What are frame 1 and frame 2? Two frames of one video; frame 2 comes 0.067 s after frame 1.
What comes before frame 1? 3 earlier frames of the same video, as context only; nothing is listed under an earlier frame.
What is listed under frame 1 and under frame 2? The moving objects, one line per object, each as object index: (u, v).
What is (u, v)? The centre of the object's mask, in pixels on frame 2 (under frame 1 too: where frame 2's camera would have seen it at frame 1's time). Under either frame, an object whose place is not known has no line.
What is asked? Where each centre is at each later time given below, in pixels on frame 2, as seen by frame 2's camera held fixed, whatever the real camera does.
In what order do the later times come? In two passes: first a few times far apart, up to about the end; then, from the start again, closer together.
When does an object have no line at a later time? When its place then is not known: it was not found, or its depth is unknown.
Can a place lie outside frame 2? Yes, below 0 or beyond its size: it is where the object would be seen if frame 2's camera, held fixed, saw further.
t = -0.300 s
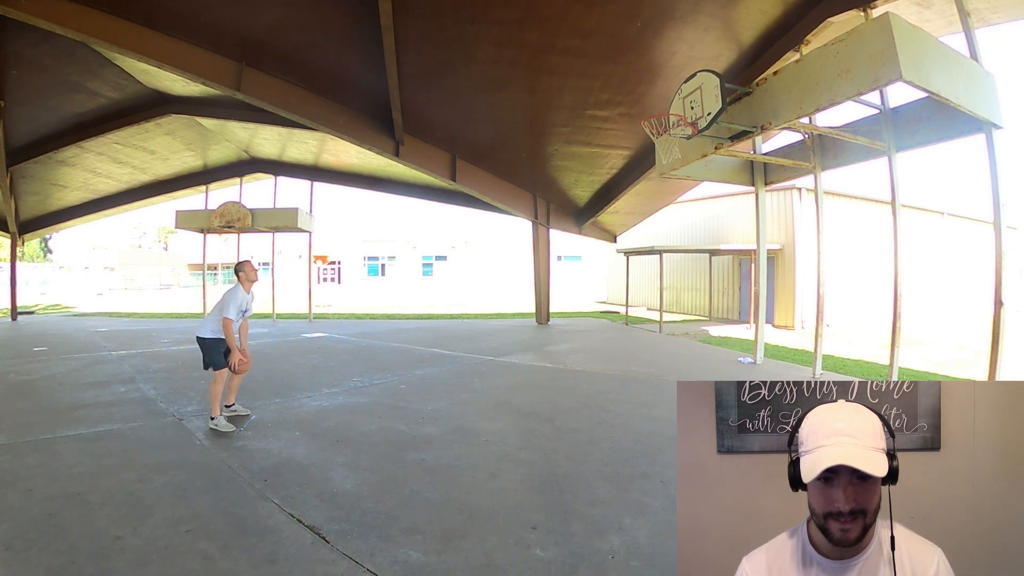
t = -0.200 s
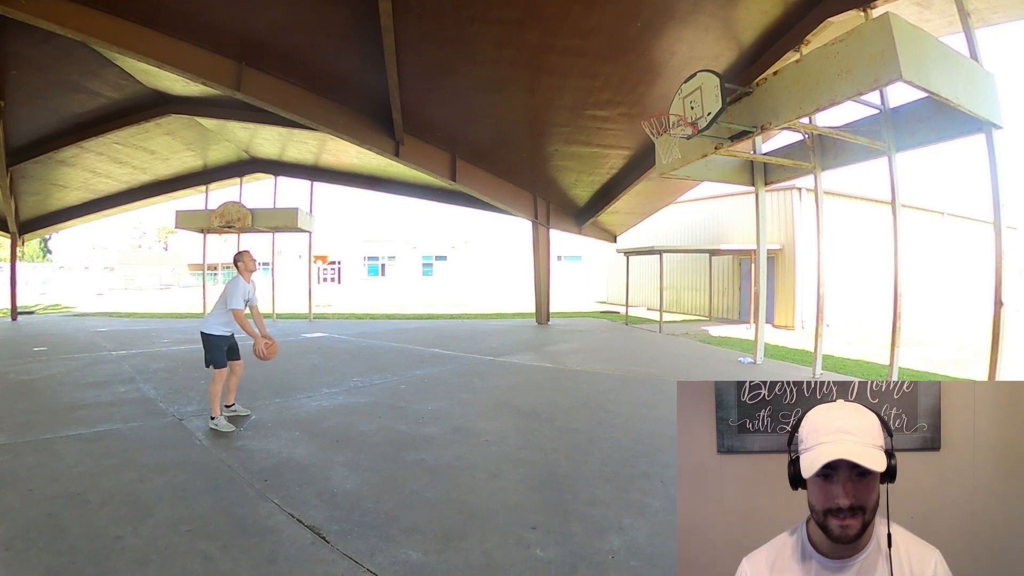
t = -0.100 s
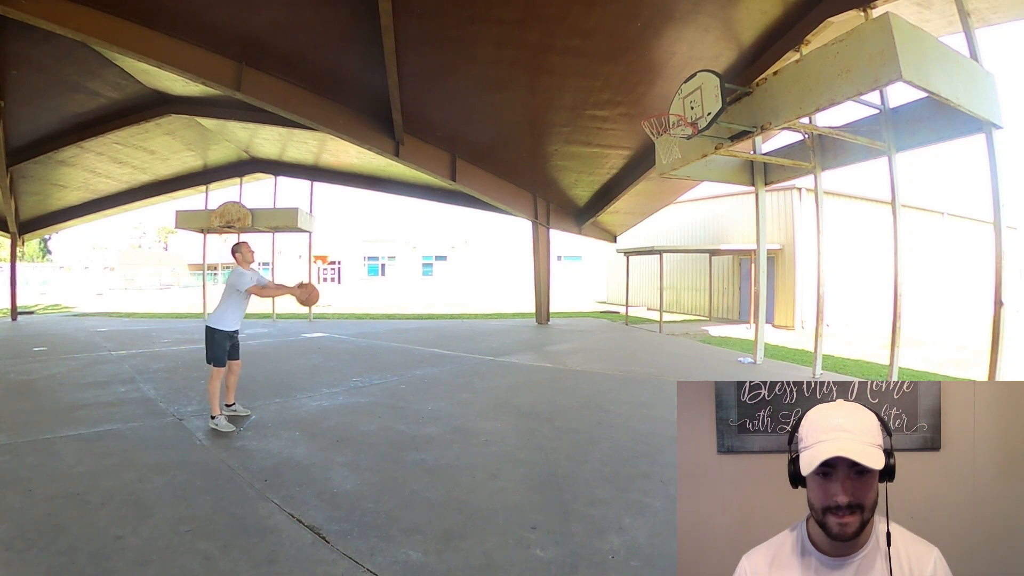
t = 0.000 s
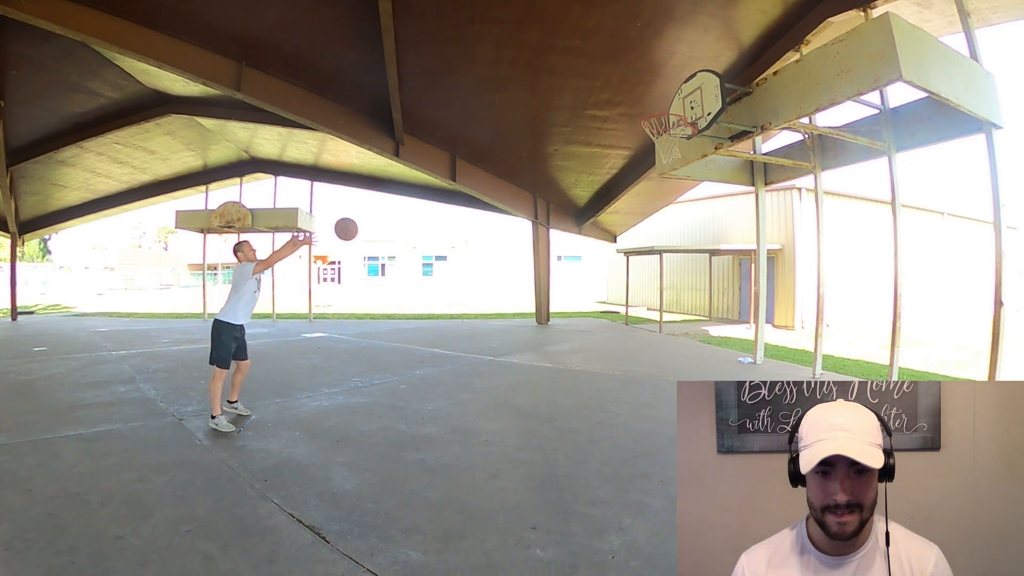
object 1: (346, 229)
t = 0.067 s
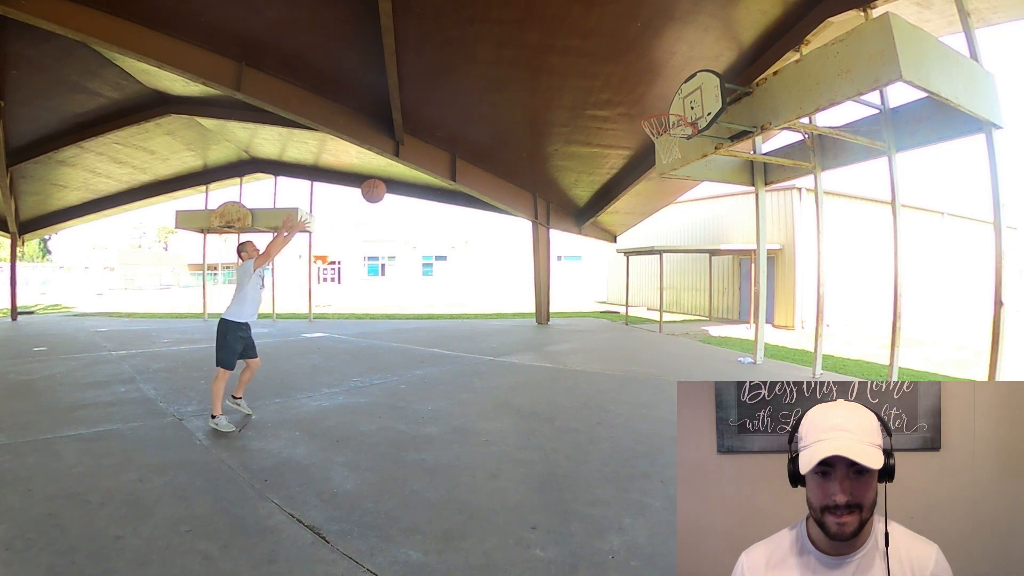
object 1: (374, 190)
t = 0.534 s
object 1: (551, 73)
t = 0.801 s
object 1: (641, 101)
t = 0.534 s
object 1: (551, 73)
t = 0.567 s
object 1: (563, 73)
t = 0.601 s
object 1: (574, 75)
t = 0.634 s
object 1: (586, 77)
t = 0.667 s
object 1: (598, 80)
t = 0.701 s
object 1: (609, 84)
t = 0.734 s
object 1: (620, 89)
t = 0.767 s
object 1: (630, 96)
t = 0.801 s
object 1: (641, 101)
